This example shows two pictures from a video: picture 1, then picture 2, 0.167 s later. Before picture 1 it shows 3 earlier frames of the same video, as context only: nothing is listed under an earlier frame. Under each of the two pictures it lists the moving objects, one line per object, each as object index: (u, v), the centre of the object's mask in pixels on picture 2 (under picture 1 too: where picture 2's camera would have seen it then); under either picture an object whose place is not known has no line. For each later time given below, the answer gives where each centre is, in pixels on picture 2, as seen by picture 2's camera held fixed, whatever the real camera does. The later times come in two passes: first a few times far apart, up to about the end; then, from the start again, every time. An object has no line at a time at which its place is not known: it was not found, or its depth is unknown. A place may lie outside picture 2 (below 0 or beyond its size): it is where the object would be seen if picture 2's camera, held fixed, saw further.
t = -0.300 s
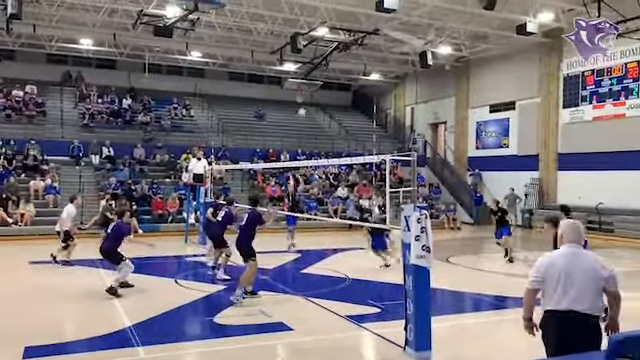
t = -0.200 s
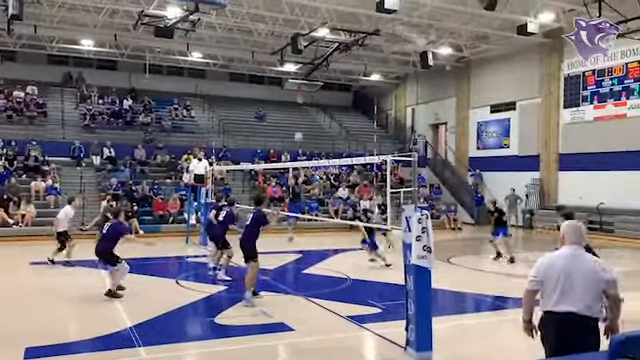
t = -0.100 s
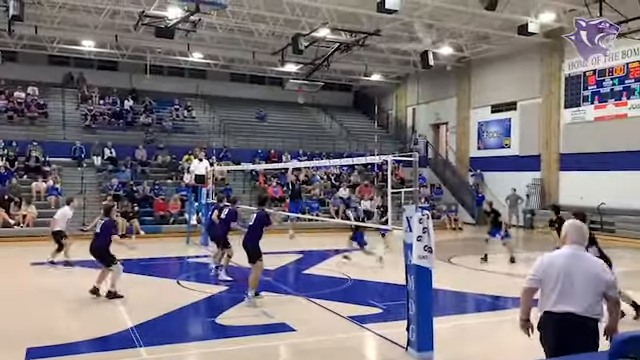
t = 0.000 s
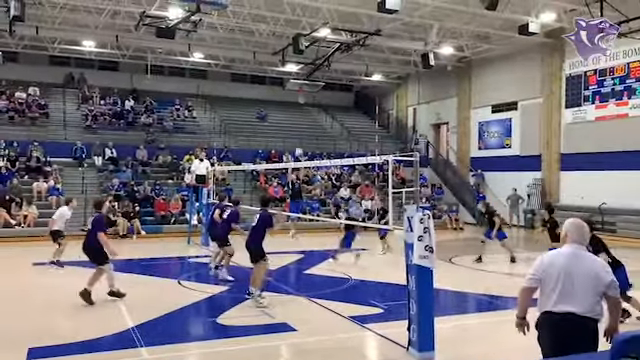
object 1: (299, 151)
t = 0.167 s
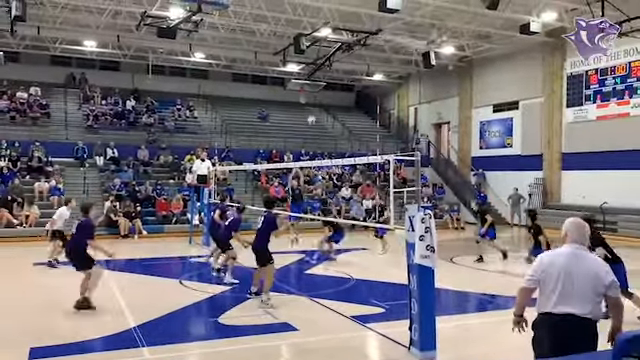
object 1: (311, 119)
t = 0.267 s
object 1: (318, 105)
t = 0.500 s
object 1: (336, 85)
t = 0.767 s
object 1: (356, 86)
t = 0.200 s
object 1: (313, 115)
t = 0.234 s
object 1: (316, 109)
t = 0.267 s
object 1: (318, 105)
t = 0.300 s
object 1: (321, 101)
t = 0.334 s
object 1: (323, 98)
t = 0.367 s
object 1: (325, 94)
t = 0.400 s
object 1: (328, 91)
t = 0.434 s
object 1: (330, 88)
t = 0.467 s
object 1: (333, 87)
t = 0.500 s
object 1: (336, 85)
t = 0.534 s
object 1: (338, 83)
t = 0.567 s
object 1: (340, 82)
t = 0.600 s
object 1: (343, 82)
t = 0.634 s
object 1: (346, 82)
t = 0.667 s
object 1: (348, 82)
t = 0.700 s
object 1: (351, 83)
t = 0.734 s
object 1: (354, 84)
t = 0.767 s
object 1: (356, 86)
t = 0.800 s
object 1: (359, 88)
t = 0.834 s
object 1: (361, 91)
